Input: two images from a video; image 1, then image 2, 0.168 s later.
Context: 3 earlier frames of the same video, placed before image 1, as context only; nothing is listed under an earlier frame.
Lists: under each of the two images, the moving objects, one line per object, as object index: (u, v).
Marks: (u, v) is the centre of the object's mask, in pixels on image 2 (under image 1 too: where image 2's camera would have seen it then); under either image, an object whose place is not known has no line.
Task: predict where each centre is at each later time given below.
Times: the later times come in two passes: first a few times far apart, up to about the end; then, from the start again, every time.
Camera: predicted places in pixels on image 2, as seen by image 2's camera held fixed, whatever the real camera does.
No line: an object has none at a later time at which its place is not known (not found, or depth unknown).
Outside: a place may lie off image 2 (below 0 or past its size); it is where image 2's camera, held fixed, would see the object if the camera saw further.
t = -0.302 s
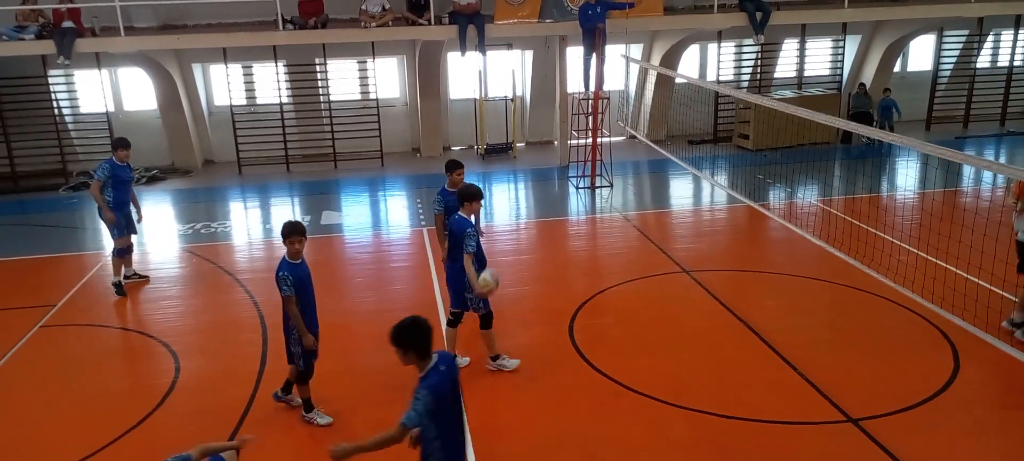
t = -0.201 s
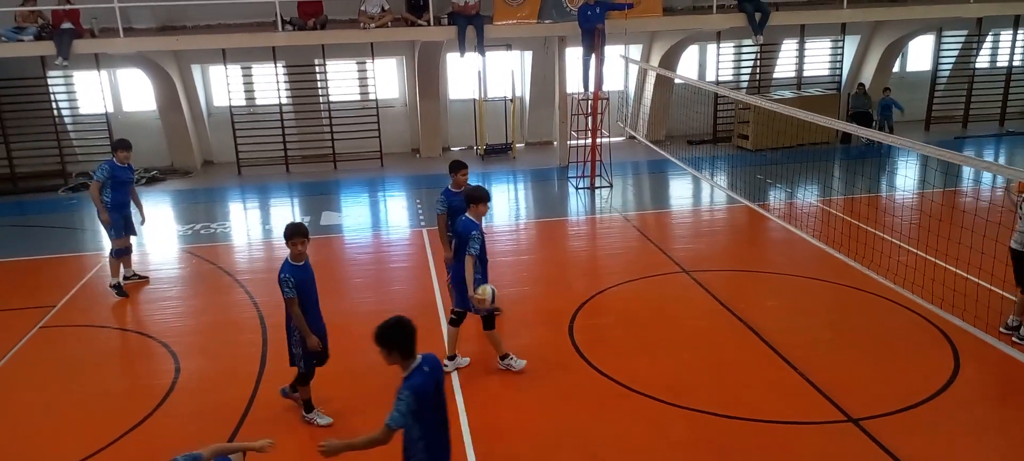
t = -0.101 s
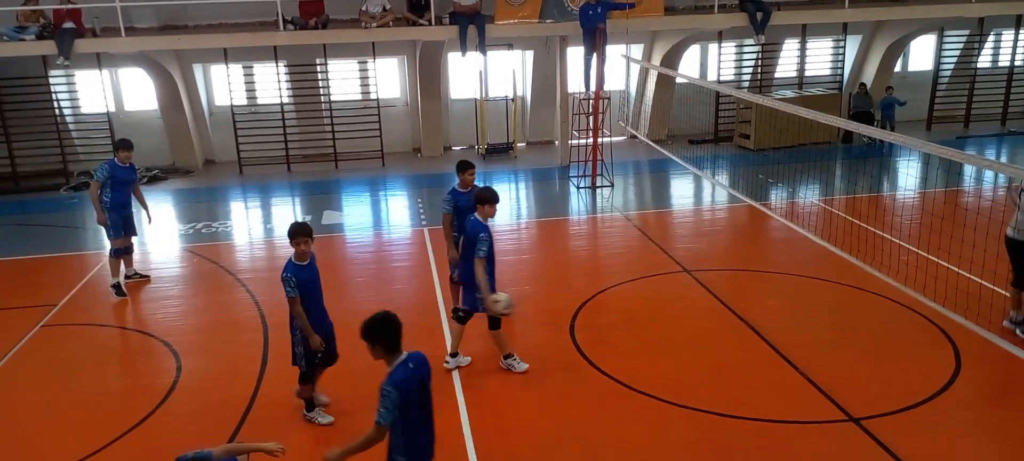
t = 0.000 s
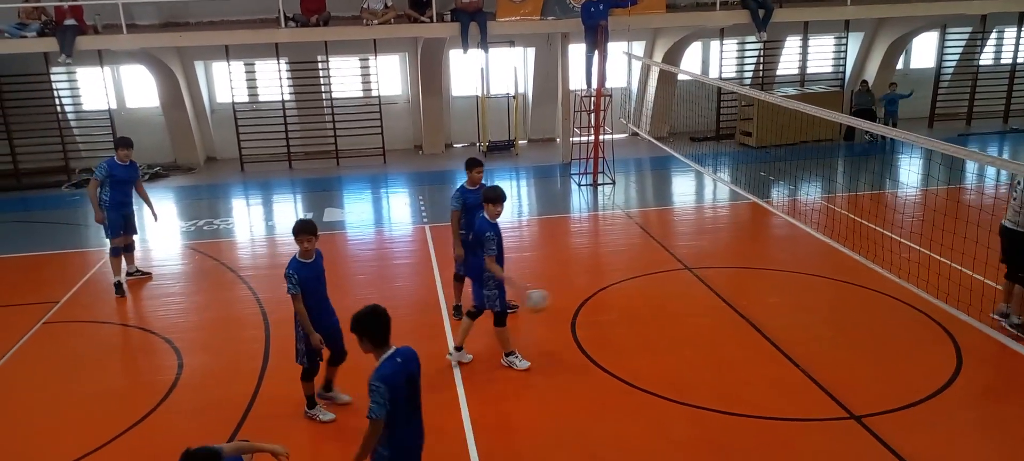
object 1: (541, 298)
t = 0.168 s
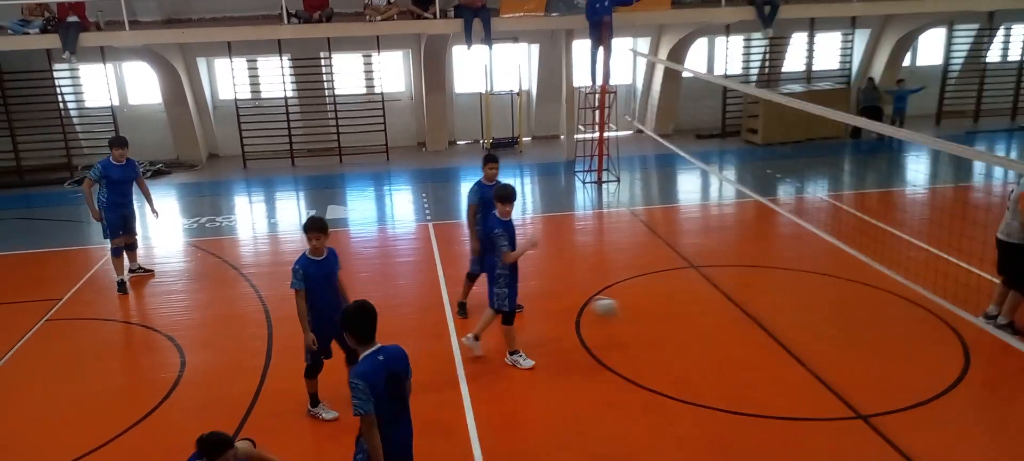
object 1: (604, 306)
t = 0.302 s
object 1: (652, 333)
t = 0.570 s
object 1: (714, 278)
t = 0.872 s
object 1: (772, 292)
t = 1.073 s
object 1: (816, 261)
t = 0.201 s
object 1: (617, 312)
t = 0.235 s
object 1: (628, 317)
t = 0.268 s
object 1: (639, 324)
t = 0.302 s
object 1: (652, 333)
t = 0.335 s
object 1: (660, 326)
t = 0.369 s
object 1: (668, 314)
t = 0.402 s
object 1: (675, 307)
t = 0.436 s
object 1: (684, 299)
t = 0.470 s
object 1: (690, 293)
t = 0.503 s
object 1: (699, 286)
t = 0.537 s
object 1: (708, 281)
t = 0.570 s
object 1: (714, 278)
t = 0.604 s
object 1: (722, 275)
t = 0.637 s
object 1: (729, 274)
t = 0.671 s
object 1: (736, 273)
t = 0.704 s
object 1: (742, 274)
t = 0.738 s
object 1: (748, 274)
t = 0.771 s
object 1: (755, 278)
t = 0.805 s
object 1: (761, 281)
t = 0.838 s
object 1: (767, 286)
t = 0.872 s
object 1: (772, 292)
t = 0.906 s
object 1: (779, 293)
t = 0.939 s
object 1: (785, 286)
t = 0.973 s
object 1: (791, 277)
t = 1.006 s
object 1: (798, 271)
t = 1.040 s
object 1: (803, 268)
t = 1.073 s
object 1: (816, 261)
